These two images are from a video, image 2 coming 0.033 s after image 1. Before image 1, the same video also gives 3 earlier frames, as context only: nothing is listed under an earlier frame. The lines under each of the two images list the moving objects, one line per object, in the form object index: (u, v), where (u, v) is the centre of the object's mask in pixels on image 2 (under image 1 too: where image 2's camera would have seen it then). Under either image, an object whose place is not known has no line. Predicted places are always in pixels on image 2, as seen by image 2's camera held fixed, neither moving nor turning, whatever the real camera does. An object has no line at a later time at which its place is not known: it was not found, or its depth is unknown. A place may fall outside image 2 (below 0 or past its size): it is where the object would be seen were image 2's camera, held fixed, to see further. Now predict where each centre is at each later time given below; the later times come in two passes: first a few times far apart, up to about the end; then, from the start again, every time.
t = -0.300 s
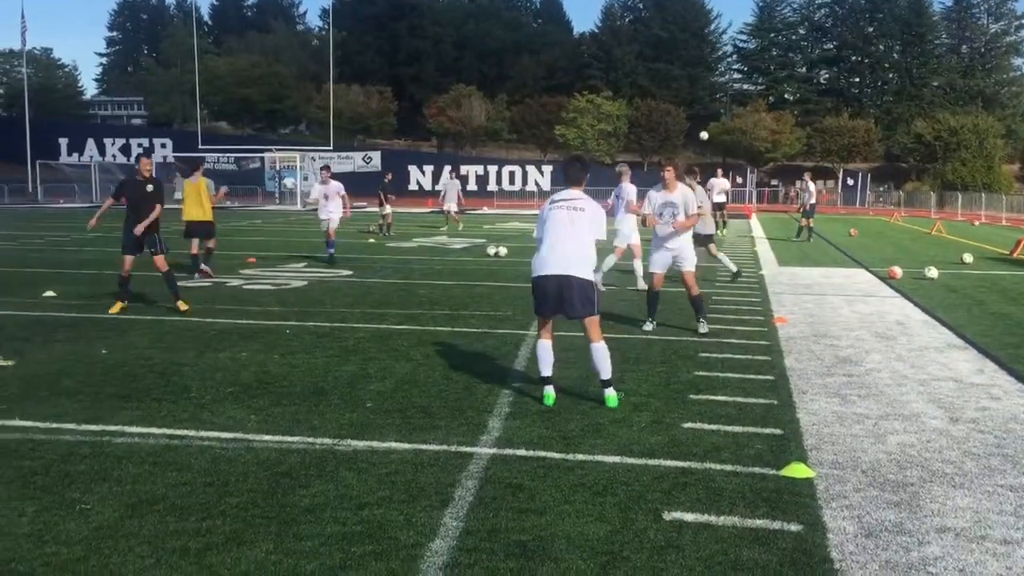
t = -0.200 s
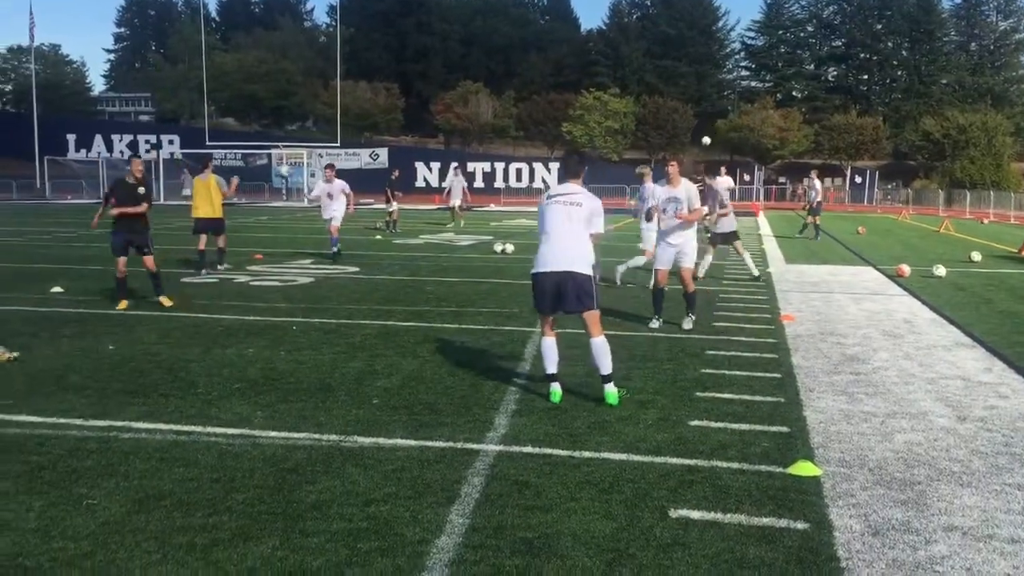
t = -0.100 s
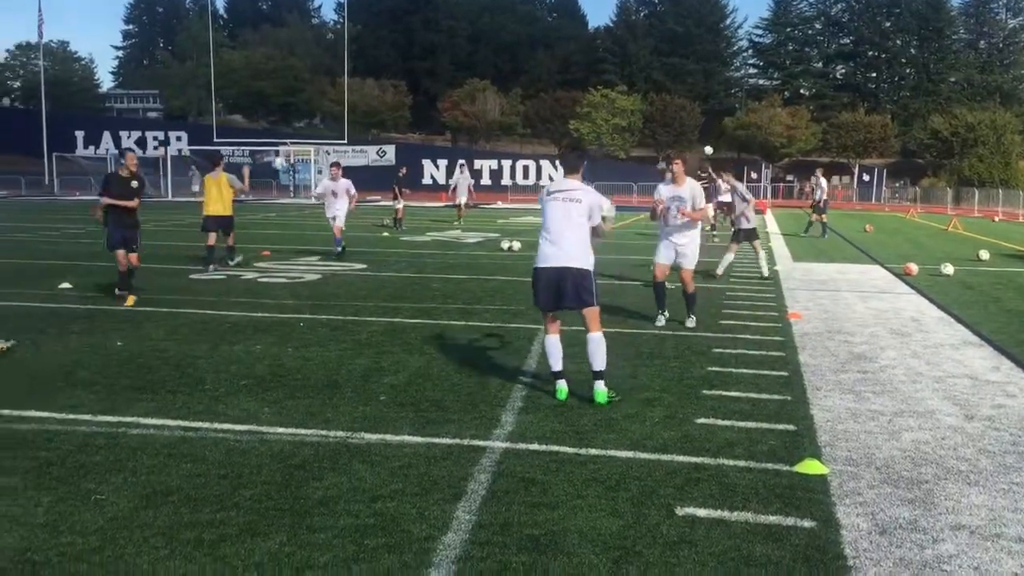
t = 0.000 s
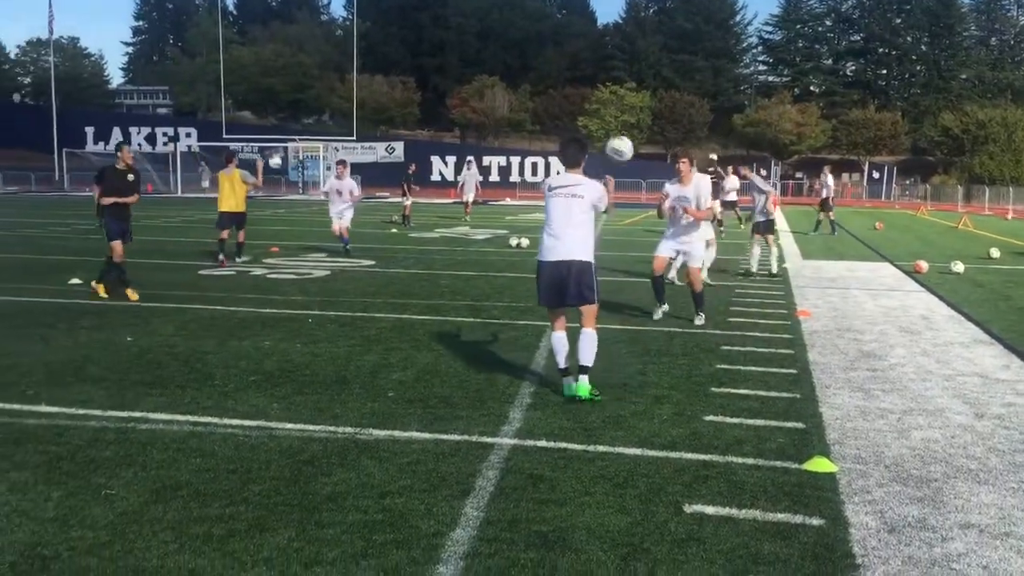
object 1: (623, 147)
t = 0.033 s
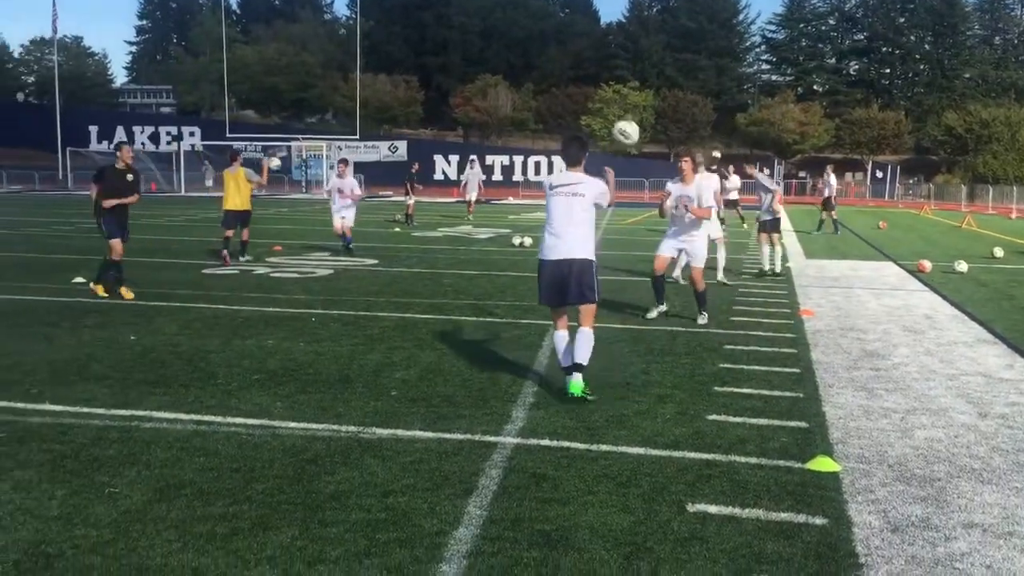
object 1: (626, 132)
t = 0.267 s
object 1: (646, 69)
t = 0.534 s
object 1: (661, 83)
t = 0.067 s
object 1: (629, 118)
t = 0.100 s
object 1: (633, 105)
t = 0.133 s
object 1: (635, 94)
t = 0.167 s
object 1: (638, 86)
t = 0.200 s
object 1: (640, 80)
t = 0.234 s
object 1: (643, 74)
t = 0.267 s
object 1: (646, 69)
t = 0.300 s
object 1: (647, 68)
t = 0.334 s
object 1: (649, 66)
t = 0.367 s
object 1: (651, 66)
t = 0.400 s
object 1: (653, 67)
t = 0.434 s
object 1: (655, 70)
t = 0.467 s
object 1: (657, 73)
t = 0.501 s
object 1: (659, 77)
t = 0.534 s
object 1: (661, 83)
